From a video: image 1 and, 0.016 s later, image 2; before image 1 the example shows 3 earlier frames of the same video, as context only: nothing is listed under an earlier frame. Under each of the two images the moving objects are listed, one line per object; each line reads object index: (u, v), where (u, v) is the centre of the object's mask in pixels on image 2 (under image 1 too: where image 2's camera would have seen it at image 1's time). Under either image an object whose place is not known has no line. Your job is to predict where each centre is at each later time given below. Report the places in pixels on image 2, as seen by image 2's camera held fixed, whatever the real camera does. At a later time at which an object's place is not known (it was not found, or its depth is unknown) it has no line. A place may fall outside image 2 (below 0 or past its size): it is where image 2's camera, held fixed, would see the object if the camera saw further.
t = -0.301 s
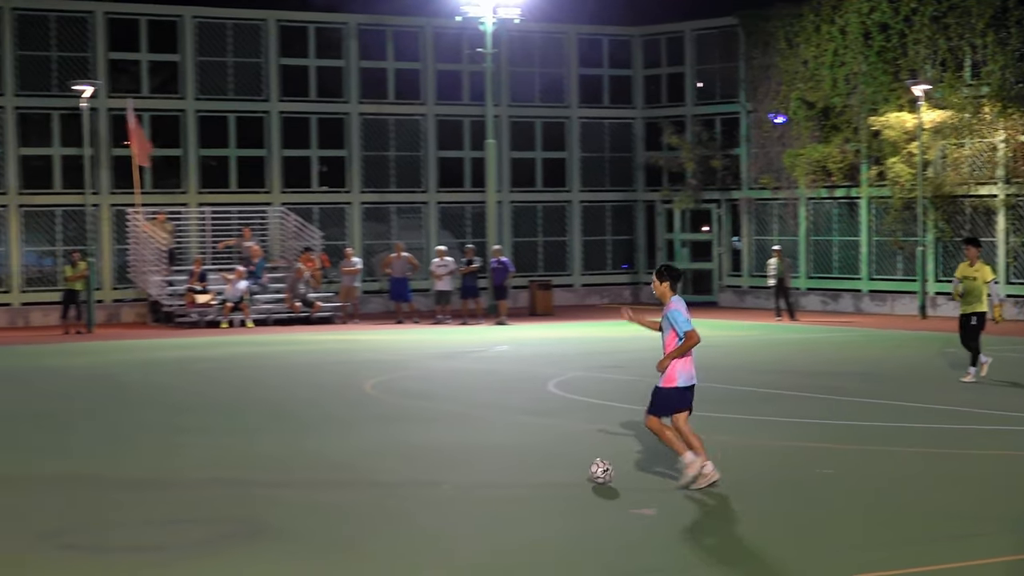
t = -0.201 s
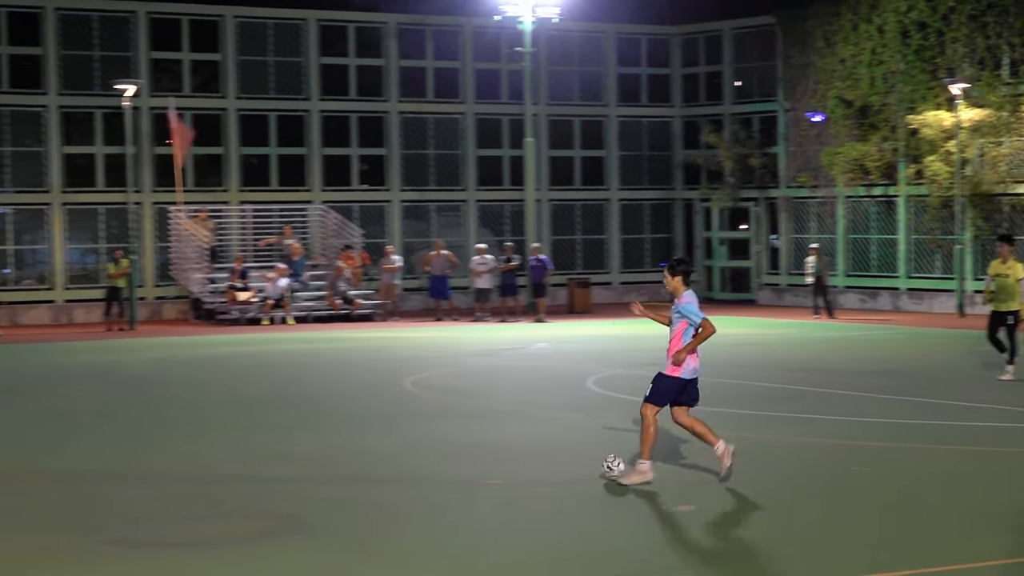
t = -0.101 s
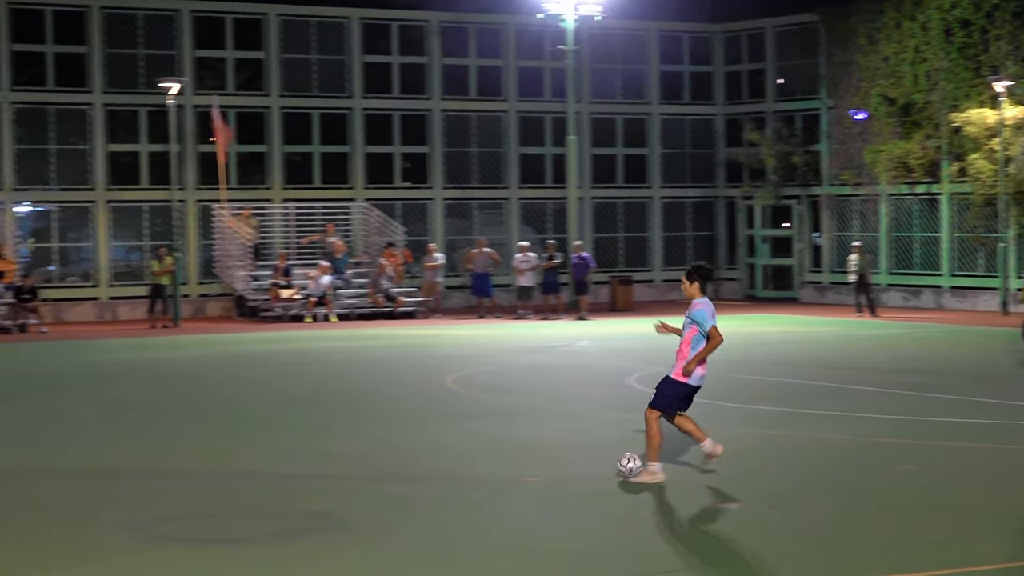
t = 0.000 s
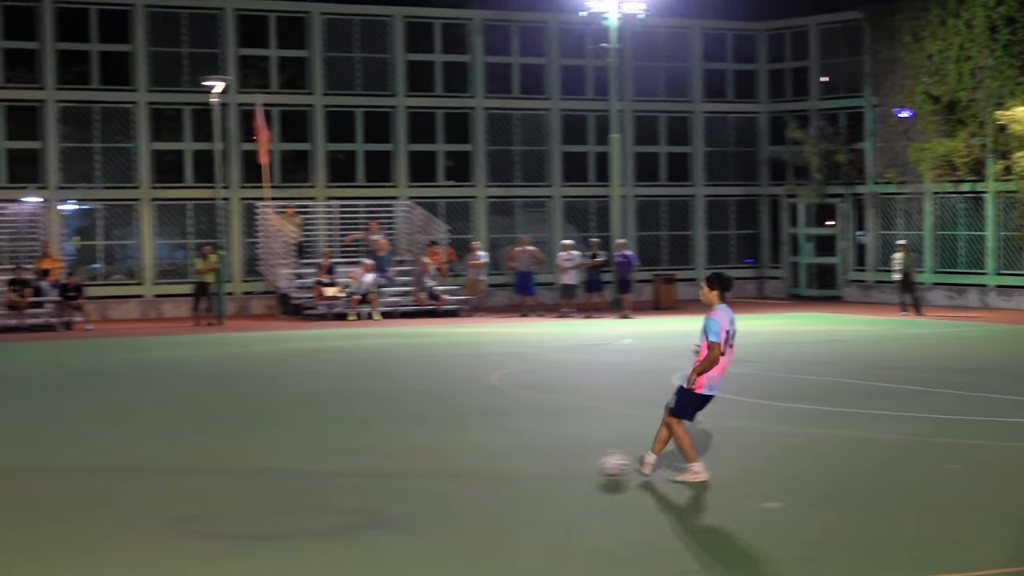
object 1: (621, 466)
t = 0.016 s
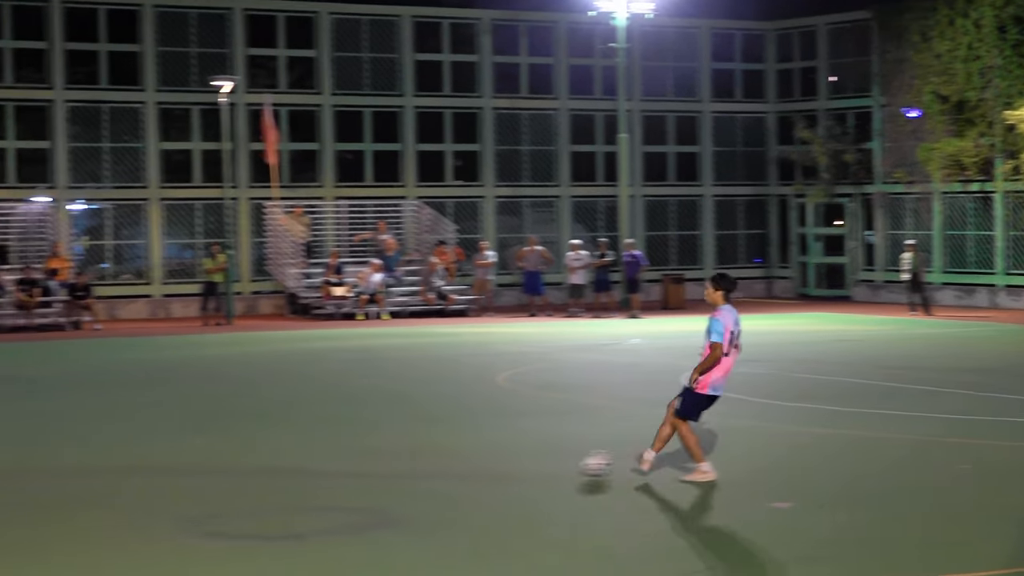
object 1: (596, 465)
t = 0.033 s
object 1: (571, 465)
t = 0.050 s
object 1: (546, 466)
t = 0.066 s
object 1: (523, 467)
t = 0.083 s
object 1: (499, 468)
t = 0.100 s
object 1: (475, 469)
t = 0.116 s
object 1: (451, 470)
